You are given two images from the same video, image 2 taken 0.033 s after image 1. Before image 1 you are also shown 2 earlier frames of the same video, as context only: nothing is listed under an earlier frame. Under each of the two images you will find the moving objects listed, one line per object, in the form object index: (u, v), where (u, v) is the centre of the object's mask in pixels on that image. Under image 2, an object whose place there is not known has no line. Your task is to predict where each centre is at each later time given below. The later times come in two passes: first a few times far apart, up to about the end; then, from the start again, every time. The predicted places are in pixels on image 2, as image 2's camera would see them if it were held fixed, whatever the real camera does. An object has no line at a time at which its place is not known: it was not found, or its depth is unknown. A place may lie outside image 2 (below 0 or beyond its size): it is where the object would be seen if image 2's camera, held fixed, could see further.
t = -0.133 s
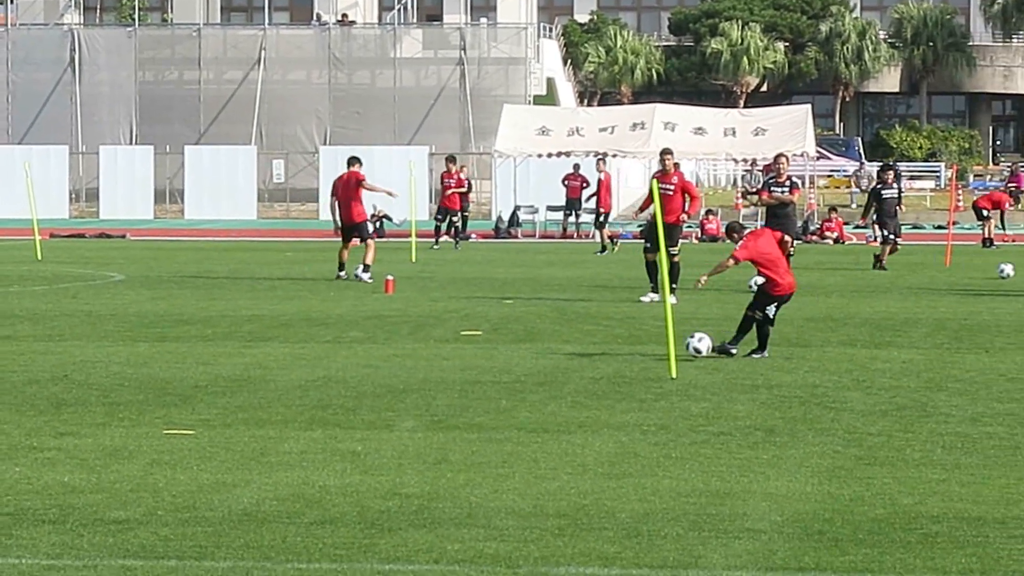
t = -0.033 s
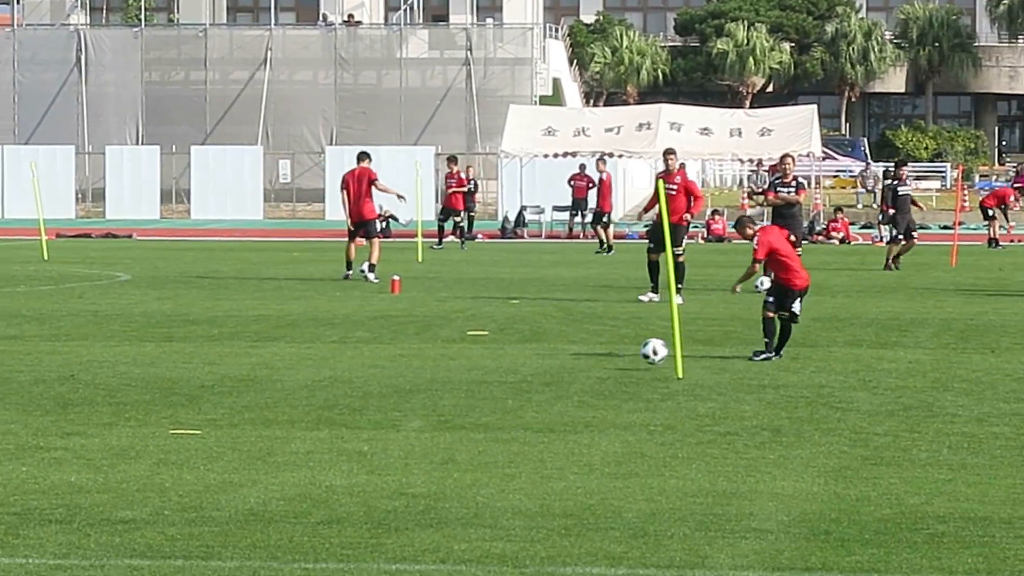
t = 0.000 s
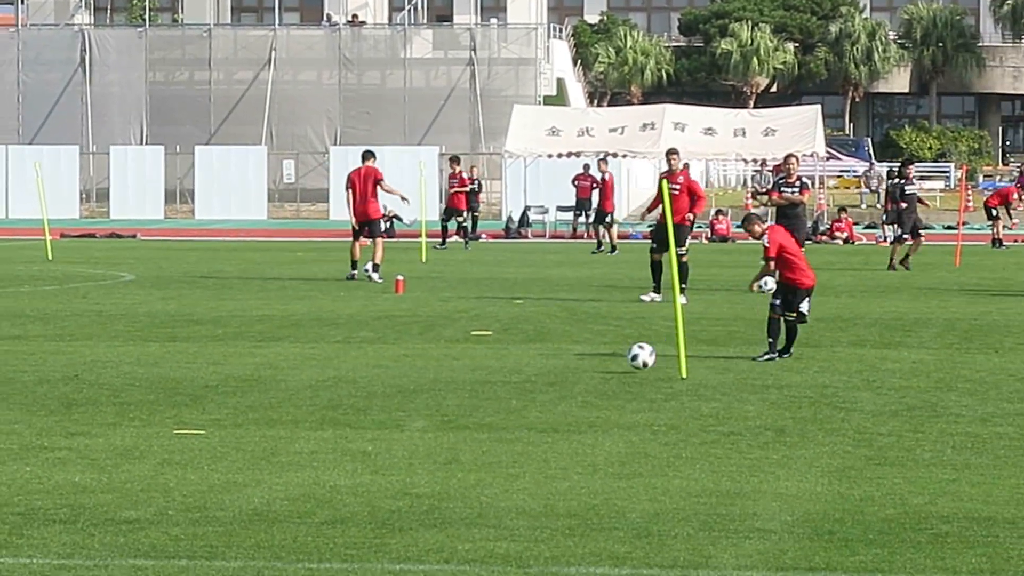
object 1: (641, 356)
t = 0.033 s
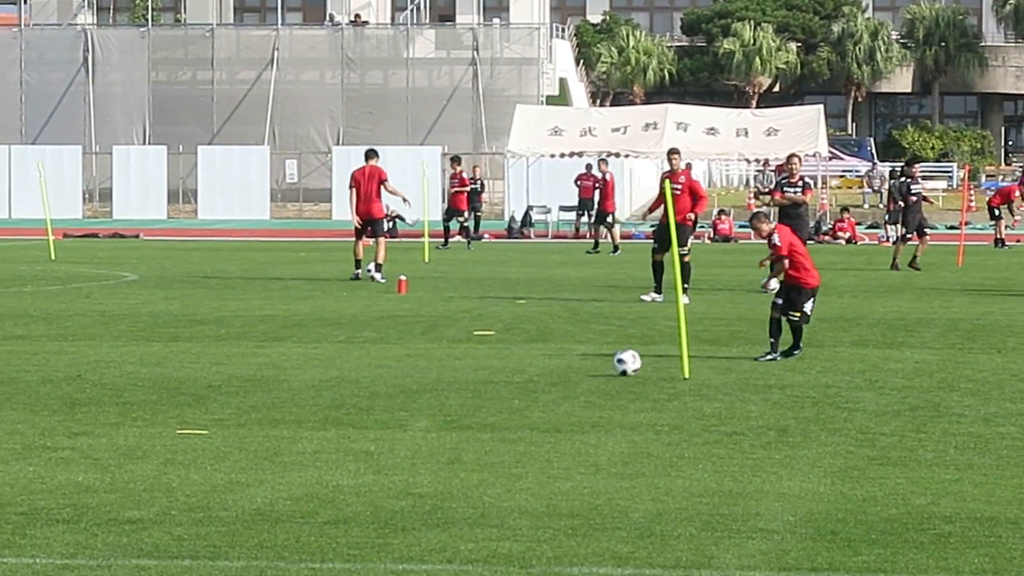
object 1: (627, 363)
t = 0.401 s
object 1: (454, 400)
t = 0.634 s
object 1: (354, 422)
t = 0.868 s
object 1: (262, 446)
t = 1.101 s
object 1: (177, 475)
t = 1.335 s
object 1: (101, 507)
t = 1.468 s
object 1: (63, 523)
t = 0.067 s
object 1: (610, 367)
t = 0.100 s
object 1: (595, 368)
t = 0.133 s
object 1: (579, 370)
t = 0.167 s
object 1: (563, 373)
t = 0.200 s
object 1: (547, 377)
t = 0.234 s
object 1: (531, 383)
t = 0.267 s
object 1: (515, 389)
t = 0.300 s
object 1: (500, 390)
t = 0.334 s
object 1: (485, 391)
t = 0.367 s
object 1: (470, 395)
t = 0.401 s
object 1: (454, 400)
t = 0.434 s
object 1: (439, 405)
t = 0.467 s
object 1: (425, 406)
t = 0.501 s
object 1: (411, 405)
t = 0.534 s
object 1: (397, 406)
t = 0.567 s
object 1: (382, 410)
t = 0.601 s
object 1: (368, 415)
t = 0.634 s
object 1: (354, 422)
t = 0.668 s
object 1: (340, 430)
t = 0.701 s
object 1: (327, 430)
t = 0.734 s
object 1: (314, 429)
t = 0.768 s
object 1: (301, 430)
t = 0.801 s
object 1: (288, 434)
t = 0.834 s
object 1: (275, 439)
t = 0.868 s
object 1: (262, 446)
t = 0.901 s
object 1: (249, 455)
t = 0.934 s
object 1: (237, 456)
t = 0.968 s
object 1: (225, 455)
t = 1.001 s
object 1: (213, 457)
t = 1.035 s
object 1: (201, 460)
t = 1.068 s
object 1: (189, 467)
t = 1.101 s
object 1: (177, 475)
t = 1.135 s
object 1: (165, 483)
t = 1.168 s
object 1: (154, 484)
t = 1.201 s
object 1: (143, 486)
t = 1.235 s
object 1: (132, 490)
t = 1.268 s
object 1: (121, 496)
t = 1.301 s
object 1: (111, 503)
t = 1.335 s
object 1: (101, 507)
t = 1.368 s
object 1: (92, 509)
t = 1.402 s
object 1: (82, 514)
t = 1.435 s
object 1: (73, 520)
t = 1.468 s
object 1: (63, 523)
